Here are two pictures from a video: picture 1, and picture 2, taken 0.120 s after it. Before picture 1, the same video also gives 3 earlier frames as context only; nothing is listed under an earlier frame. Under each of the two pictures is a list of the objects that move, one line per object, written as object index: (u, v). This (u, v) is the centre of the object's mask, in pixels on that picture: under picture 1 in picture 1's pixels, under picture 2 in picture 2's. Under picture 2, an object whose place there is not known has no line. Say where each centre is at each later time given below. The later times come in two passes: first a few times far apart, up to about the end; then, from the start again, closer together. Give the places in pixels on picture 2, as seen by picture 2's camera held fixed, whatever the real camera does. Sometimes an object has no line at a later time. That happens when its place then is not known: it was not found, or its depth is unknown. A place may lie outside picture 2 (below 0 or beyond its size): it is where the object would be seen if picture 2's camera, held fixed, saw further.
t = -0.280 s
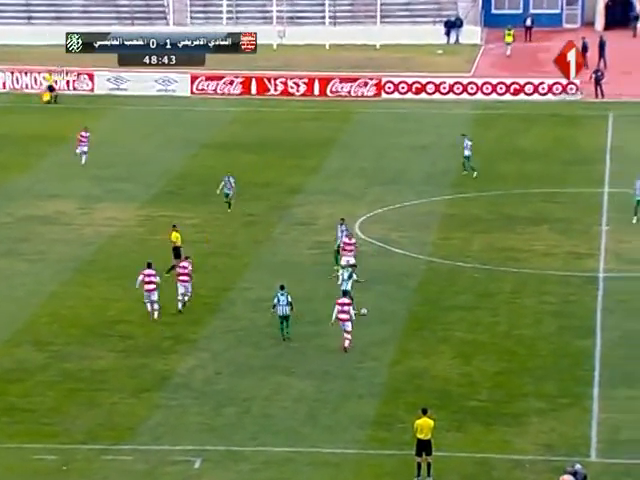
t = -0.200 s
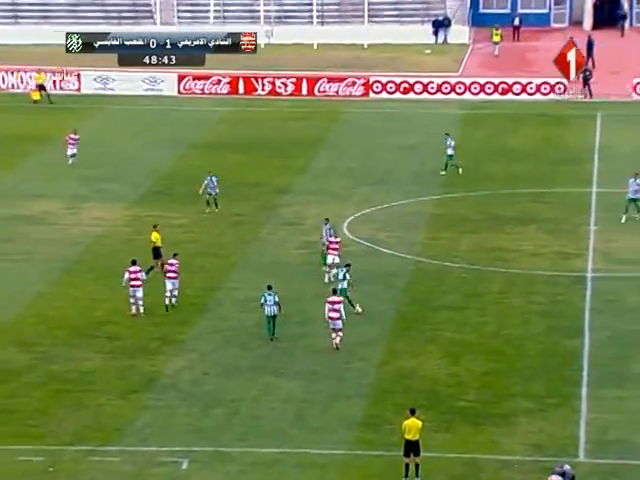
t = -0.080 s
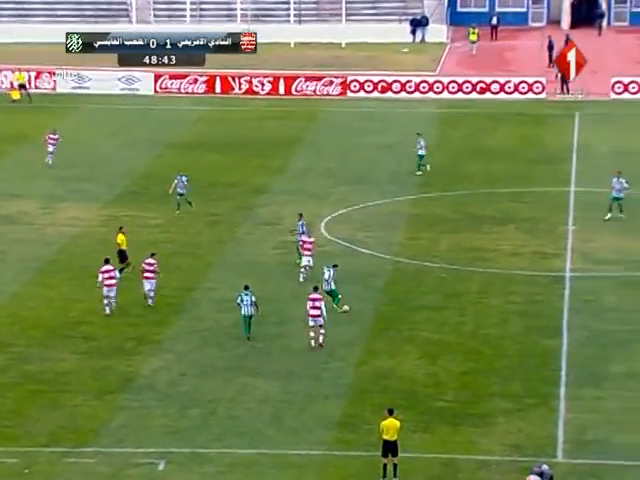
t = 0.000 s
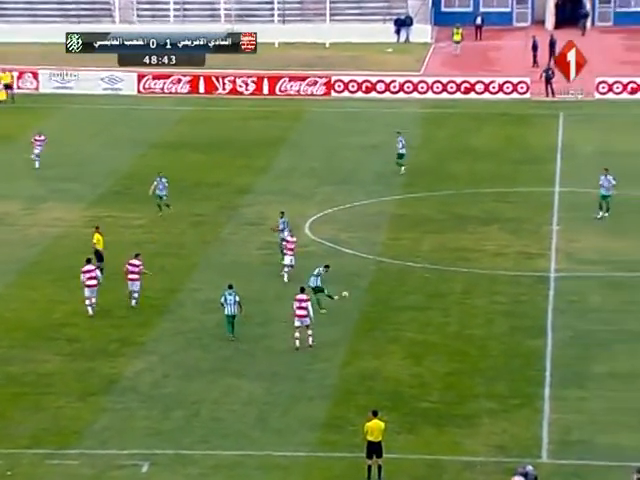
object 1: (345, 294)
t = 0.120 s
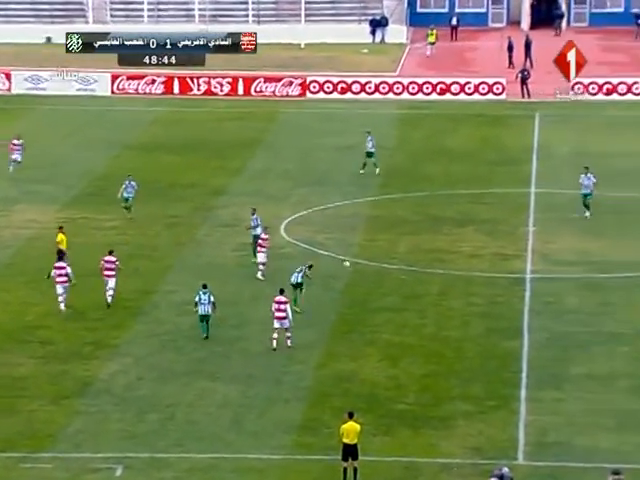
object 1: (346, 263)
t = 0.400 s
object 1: (387, 206)
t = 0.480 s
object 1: (395, 195)
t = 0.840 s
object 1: (415, 163)
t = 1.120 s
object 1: (416, 161)
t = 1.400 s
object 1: (409, 174)
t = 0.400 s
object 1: (387, 206)
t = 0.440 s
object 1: (392, 200)
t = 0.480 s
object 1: (395, 195)
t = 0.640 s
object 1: (406, 176)
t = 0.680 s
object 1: (409, 173)
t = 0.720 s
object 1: (411, 170)
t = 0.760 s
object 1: (413, 167)
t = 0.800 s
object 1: (414, 165)
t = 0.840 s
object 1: (415, 163)
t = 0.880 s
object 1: (416, 162)
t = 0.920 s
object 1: (416, 161)
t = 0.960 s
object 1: (417, 161)
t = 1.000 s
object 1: (417, 160)
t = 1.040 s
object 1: (417, 160)
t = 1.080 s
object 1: (417, 160)
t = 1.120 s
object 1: (416, 161)
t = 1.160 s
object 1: (415, 162)
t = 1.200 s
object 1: (415, 163)
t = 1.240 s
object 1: (414, 165)
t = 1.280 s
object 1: (413, 166)
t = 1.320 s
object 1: (412, 169)
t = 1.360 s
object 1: (411, 171)
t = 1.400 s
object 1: (409, 174)
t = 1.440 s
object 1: (408, 172)
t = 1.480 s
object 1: (406, 168)
